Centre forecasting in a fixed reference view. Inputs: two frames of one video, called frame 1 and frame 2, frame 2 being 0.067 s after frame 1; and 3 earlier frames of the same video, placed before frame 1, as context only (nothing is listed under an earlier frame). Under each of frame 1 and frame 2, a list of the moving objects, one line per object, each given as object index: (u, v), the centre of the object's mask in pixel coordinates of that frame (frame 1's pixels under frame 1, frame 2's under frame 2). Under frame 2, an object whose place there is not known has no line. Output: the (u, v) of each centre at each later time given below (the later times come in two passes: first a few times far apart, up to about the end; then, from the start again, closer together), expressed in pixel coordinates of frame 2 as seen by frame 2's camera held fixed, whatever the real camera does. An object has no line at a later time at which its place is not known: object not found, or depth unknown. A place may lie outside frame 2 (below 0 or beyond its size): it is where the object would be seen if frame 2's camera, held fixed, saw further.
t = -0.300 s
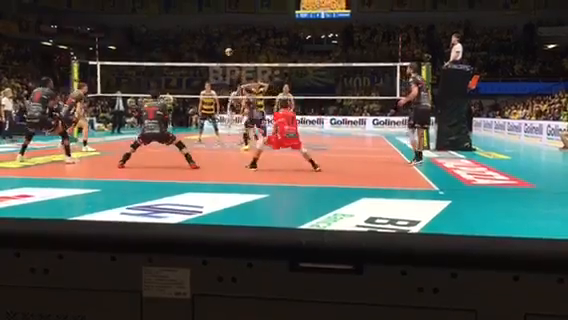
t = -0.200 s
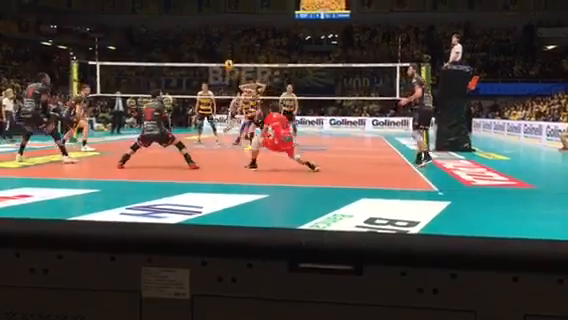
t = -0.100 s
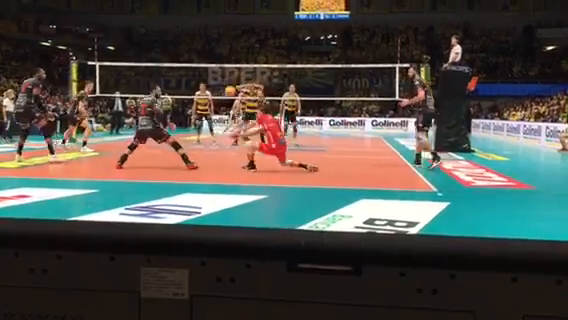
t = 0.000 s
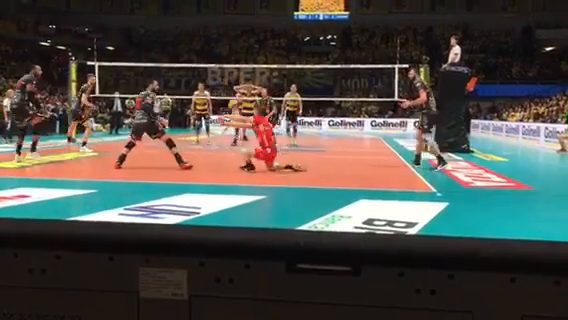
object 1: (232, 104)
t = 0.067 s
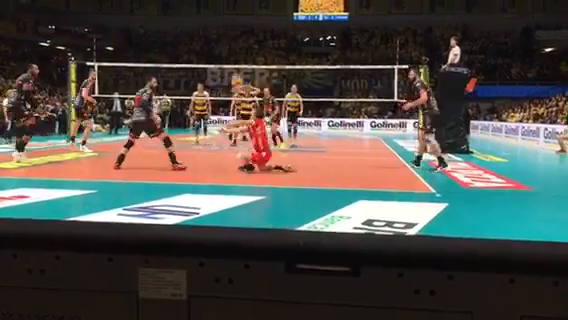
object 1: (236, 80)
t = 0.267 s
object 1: (246, 29)
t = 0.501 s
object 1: (257, 1)
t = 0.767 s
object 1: (268, 3)
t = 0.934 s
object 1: (275, 20)
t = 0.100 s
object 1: (238, 71)
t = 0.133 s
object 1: (239, 59)
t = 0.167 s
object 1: (241, 51)
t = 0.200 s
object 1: (243, 43)
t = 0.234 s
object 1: (244, 36)
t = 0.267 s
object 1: (246, 29)
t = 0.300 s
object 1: (247, 23)
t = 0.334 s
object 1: (250, 18)
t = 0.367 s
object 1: (251, 13)
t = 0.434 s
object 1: (254, 6)
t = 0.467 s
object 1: (256, 3)
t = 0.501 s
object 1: (257, 1)
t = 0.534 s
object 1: (258, 0)
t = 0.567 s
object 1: (260, -1)
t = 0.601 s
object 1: (262, -1)
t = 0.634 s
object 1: (263, -1)
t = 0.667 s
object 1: (265, -1)
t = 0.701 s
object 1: (266, 0)
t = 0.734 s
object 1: (267, 0)
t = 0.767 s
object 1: (268, 3)
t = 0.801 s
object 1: (270, 6)
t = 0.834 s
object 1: (271, 8)
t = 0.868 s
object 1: (272, 11)
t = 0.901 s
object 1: (274, 15)
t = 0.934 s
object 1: (275, 20)
